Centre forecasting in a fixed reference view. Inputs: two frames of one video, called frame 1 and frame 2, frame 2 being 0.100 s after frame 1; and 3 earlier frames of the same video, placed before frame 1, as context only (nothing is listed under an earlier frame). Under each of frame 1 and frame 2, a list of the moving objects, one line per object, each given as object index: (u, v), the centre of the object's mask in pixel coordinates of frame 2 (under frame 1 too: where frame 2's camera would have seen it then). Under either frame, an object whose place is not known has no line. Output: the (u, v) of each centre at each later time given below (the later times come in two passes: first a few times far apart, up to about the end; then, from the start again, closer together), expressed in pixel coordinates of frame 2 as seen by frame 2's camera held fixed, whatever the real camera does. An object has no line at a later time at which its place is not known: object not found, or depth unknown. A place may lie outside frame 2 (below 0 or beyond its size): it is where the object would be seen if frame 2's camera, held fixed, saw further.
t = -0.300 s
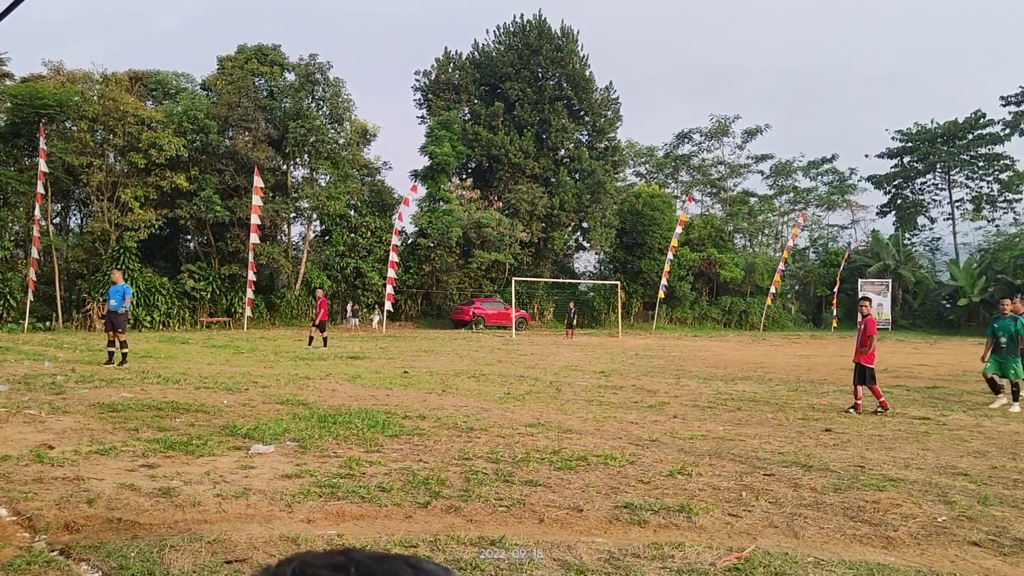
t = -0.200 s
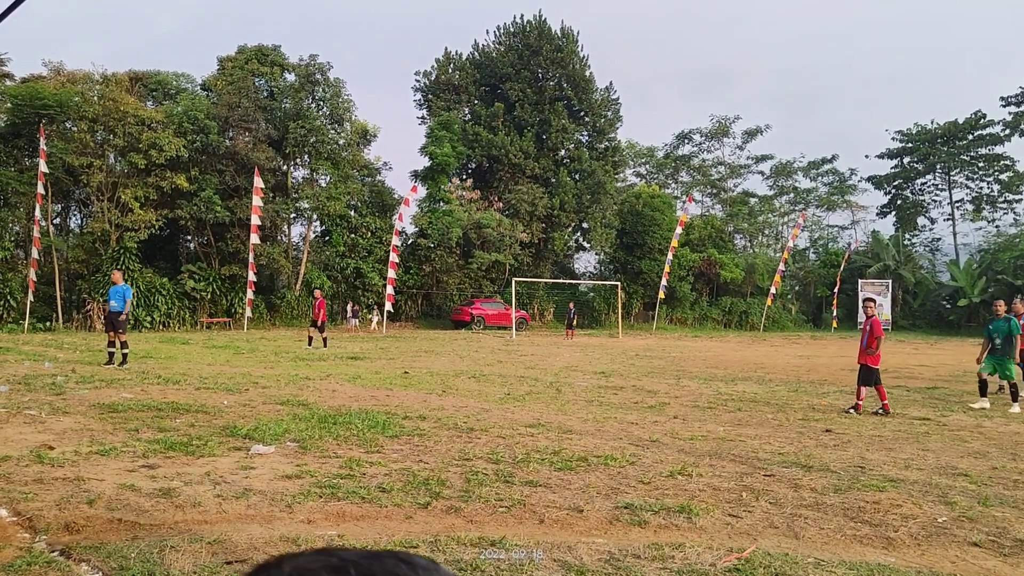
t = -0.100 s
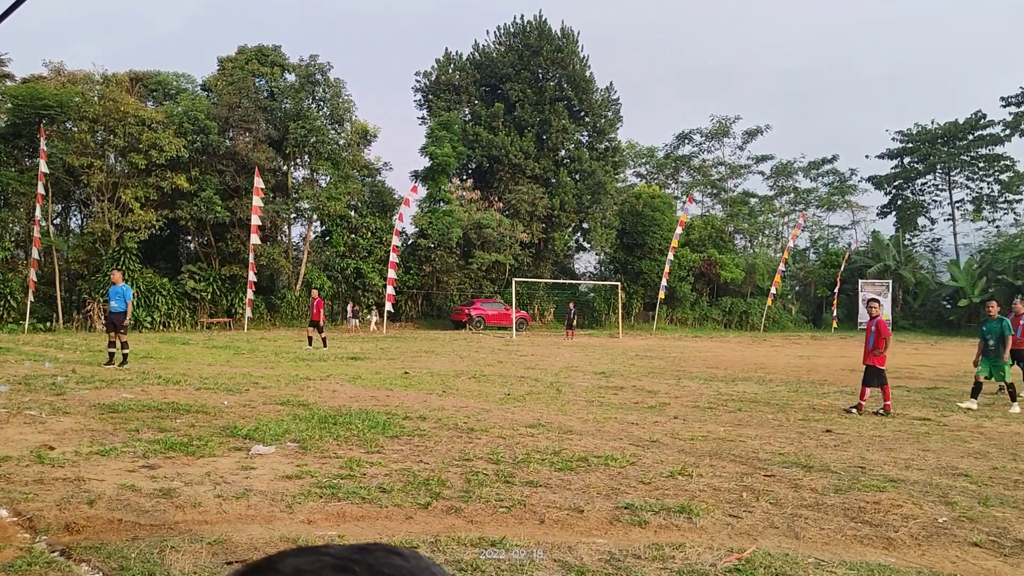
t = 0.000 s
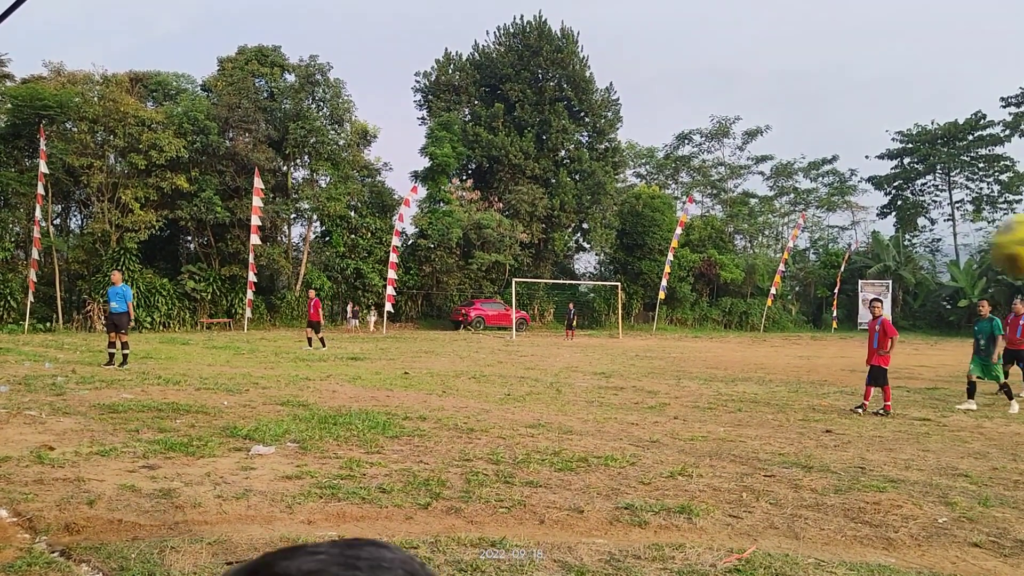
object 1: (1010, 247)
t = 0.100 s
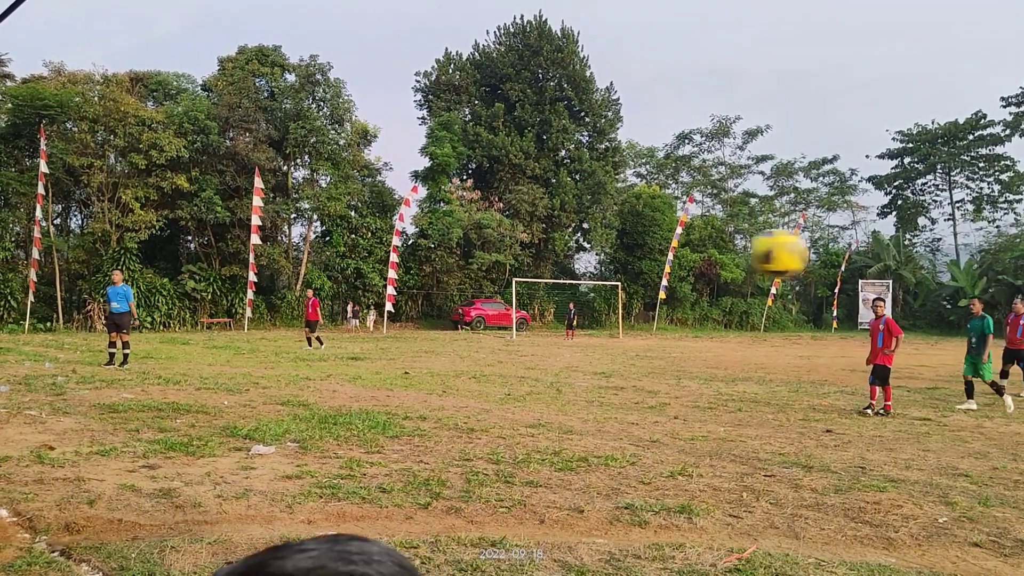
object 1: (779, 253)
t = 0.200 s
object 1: (619, 277)
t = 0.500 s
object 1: (371, 379)
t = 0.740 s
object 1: (291, 386)
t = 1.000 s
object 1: (249, 354)
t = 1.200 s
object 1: (224, 373)
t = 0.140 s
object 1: (706, 262)
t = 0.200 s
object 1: (619, 277)
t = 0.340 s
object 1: (476, 320)
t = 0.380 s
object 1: (446, 334)
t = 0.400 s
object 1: (431, 341)
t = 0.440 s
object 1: (406, 356)
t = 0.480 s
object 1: (382, 371)
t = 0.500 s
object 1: (371, 379)
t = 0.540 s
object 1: (350, 395)
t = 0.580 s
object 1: (332, 411)
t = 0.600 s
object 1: (324, 420)
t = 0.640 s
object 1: (311, 422)
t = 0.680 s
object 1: (302, 405)
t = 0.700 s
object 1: (299, 398)
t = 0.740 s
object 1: (291, 386)
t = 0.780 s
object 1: (284, 375)
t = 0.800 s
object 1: (281, 371)
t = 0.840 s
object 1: (274, 365)
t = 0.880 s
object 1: (267, 359)
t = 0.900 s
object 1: (265, 357)
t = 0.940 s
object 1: (258, 355)
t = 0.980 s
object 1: (252, 354)
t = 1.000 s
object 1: (249, 354)
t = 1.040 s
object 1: (244, 355)
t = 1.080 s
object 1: (239, 358)
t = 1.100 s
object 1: (236, 360)
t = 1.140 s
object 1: (230, 364)
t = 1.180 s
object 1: (226, 370)
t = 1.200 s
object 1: (224, 373)
